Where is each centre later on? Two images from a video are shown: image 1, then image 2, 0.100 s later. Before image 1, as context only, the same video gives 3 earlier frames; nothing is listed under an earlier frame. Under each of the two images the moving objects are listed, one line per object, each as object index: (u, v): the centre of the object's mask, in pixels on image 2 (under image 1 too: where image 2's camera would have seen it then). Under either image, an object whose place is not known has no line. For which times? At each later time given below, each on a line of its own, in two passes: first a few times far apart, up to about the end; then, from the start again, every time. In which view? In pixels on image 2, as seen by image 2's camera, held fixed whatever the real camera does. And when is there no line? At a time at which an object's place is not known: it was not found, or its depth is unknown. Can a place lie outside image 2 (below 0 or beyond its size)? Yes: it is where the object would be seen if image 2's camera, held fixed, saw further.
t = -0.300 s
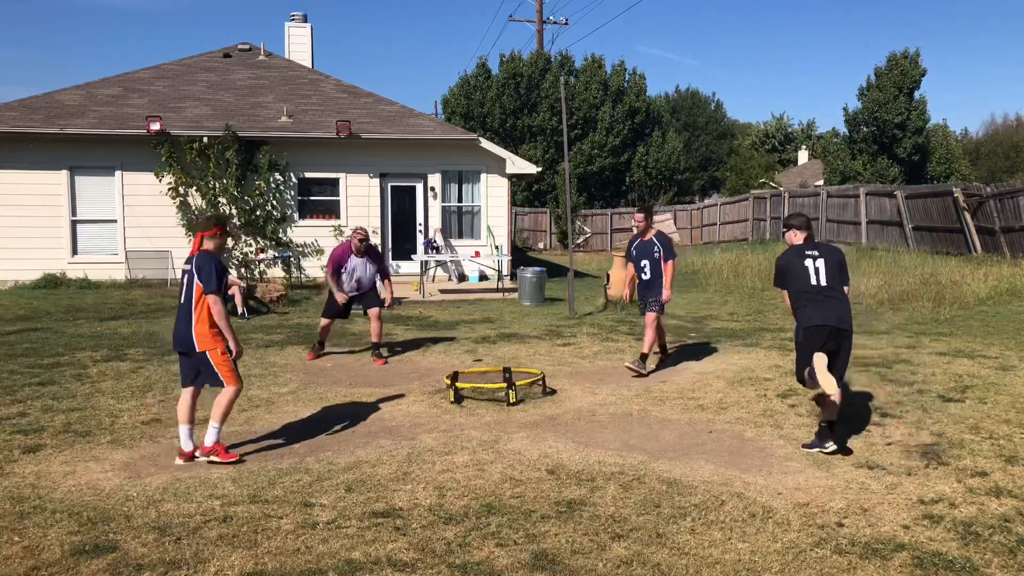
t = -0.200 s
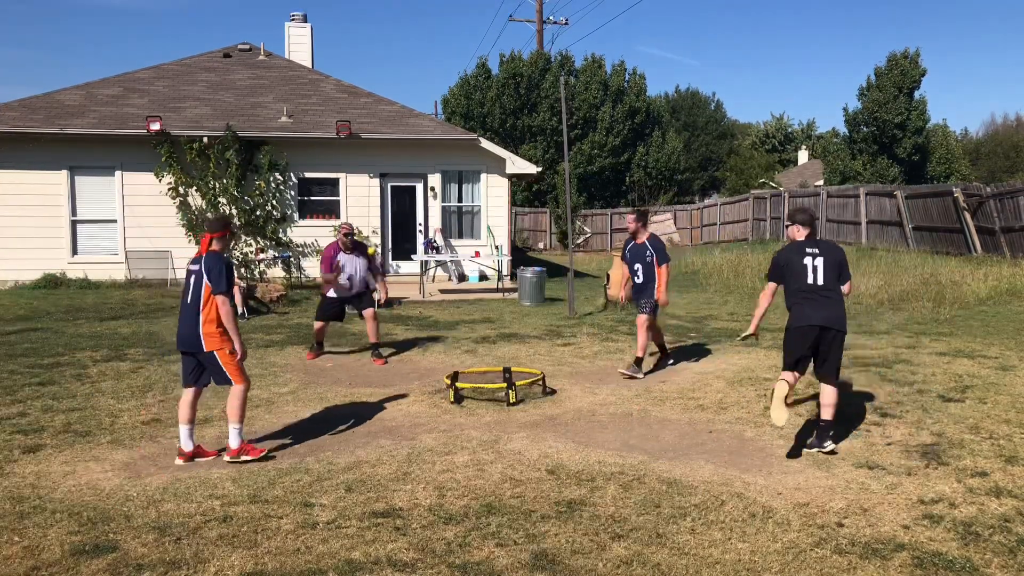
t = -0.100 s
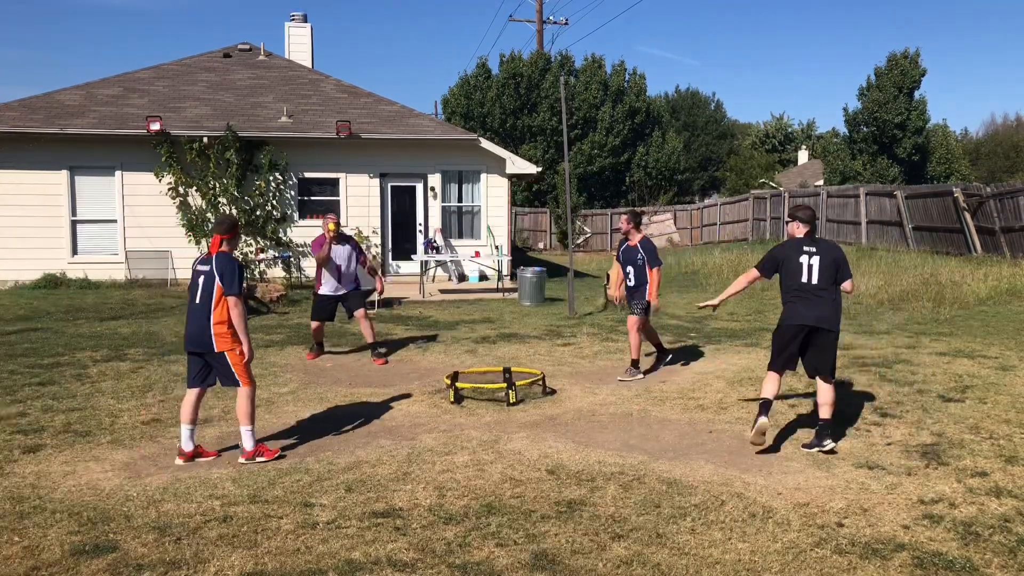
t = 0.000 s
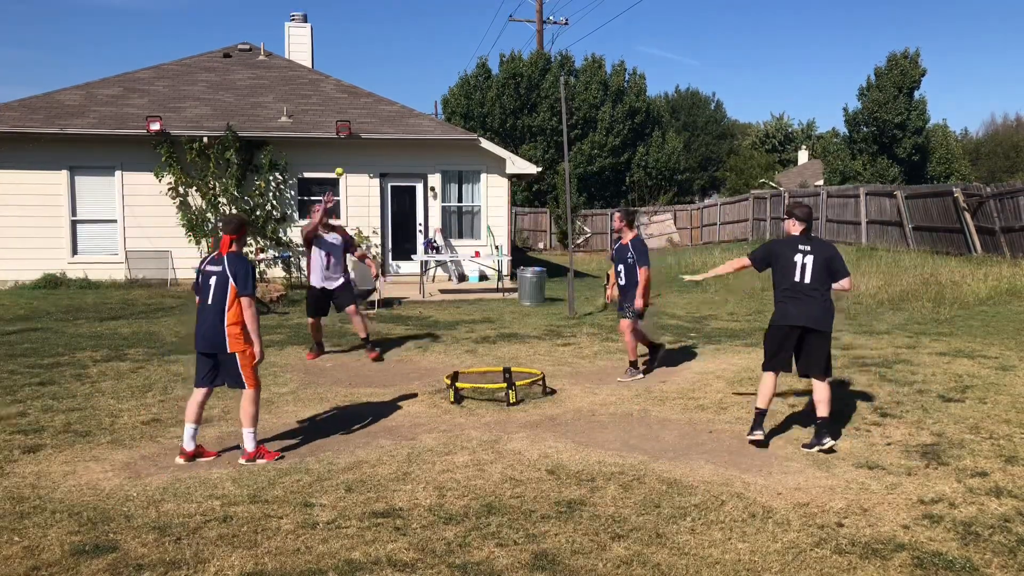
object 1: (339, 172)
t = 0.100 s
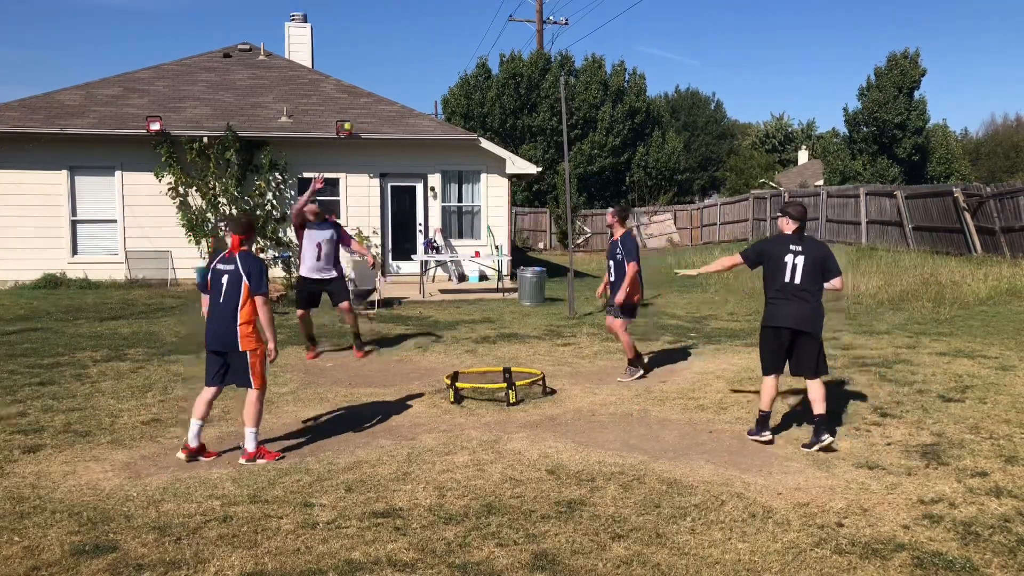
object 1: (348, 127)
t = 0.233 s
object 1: (360, 80)
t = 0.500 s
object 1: (384, 36)
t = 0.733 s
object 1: (404, 50)
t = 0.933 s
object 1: (421, 99)
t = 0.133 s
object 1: (351, 113)
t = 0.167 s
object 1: (354, 101)
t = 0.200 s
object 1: (357, 89)
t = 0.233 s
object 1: (360, 80)
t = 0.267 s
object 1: (363, 71)
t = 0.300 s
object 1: (366, 63)
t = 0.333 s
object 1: (369, 56)
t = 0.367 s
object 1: (372, 50)
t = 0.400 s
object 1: (375, 45)
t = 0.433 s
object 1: (378, 41)
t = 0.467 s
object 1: (381, 38)
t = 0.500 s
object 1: (384, 36)
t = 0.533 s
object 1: (386, 35)
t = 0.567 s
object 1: (390, 35)
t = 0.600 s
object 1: (392, 36)
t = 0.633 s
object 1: (395, 39)
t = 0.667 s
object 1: (398, 41)
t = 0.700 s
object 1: (401, 45)
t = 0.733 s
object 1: (404, 50)
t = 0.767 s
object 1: (407, 56)
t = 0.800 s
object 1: (410, 63)
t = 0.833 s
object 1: (412, 70)
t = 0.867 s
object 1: (415, 80)
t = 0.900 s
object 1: (418, 89)
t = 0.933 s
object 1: (421, 99)
